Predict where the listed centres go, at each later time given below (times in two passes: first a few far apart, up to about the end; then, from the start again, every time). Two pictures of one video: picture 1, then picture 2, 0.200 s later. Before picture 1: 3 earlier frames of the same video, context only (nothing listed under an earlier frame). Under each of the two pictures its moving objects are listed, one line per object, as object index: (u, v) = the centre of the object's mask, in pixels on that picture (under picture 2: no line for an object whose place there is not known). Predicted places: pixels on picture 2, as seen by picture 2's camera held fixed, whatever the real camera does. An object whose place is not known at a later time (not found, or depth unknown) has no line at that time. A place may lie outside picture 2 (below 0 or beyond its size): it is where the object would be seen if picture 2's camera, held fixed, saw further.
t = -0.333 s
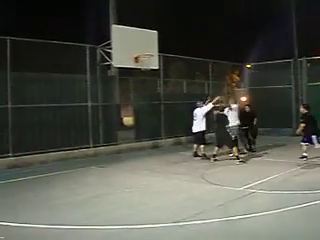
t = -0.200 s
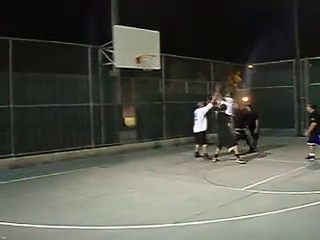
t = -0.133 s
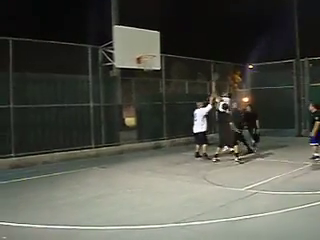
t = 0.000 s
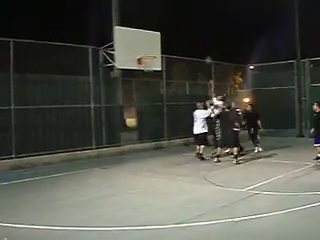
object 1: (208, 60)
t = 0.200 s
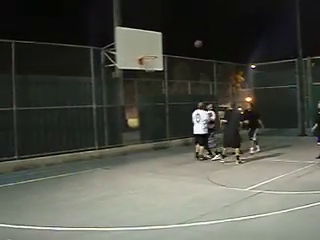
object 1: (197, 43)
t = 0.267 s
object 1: (193, 41)
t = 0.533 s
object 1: (178, 43)
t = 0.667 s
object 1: (171, 52)
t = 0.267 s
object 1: (193, 41)
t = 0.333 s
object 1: (189, 39)
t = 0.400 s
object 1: (185, 39)
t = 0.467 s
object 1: (182, 40)
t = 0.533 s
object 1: (178, 43)
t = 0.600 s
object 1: (174, 47)
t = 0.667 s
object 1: (171, 52)
